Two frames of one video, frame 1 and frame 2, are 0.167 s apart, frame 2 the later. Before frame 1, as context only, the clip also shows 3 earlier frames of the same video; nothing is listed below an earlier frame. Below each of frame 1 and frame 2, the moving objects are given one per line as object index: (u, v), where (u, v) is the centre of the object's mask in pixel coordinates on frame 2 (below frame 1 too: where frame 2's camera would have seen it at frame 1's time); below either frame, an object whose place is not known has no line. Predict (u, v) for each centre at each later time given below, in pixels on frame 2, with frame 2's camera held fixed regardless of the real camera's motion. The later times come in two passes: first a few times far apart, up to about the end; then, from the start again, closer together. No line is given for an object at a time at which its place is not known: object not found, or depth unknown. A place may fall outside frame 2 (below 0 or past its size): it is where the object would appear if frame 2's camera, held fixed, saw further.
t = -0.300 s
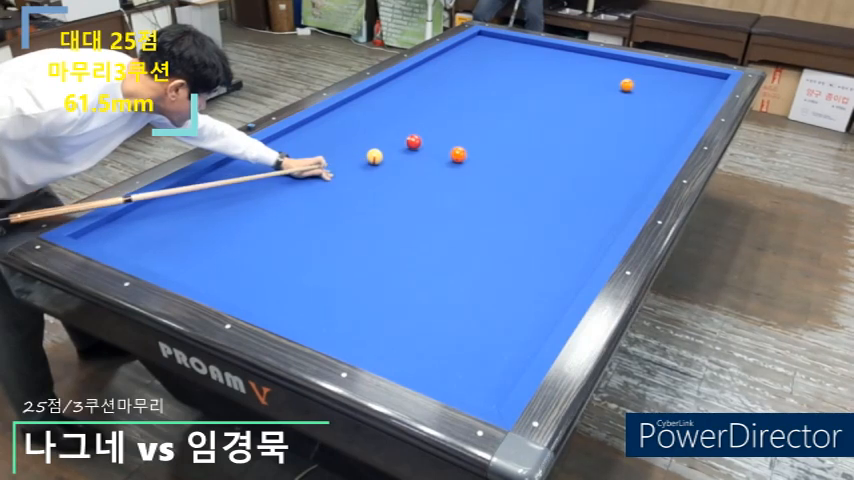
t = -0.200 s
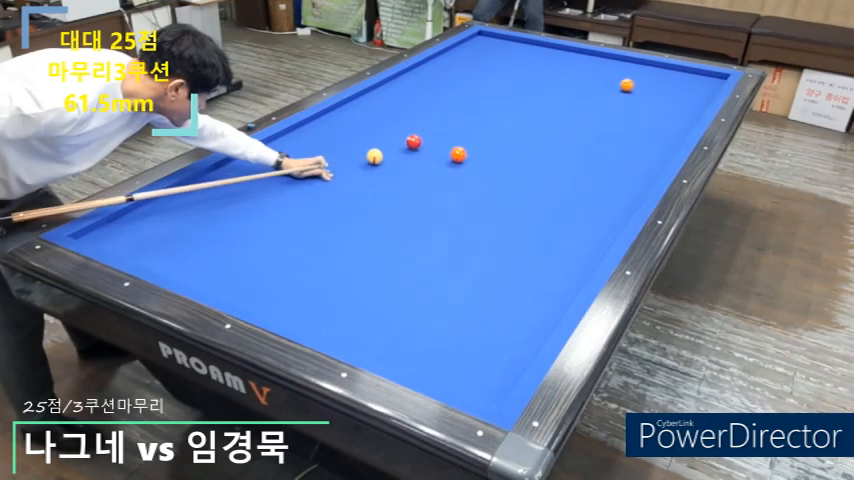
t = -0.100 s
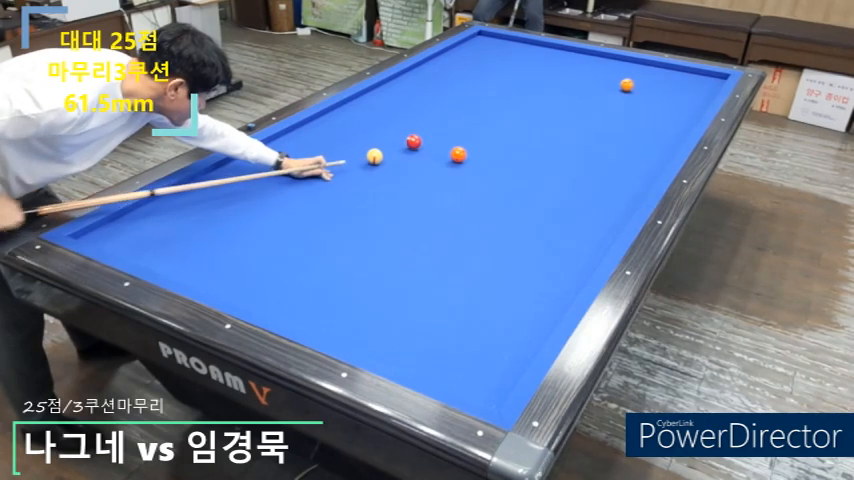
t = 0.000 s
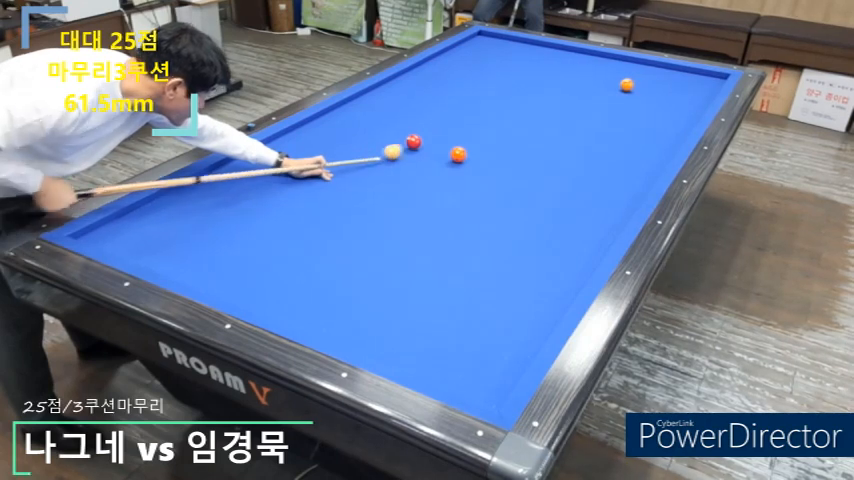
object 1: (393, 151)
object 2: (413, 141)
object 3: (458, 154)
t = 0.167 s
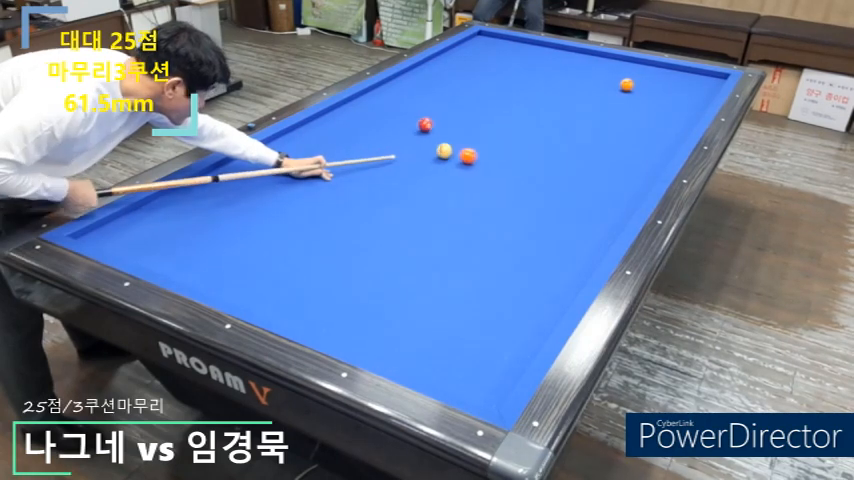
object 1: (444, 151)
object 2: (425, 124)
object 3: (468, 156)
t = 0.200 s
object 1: (445, 150)
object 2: (428, 121)
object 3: (477, 157)
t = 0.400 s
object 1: (449, 150)
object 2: (440, 102)
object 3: (527, 166)
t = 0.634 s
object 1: (454, 149)
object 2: (453, 84)
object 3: (581, 175)
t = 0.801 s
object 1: (457, 148)
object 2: (461, 72)
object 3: (620, 181)
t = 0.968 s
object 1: (460, 148)
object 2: (468, 62)
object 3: (634, 182)
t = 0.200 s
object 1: (445, 150)
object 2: (428, 121)
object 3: (477, 157)
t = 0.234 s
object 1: (446, 150)
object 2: (430, 117)
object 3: (486, 159)
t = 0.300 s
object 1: (447, 150)
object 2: (434, 110)
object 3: (504, 162)
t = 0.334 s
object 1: (448, 150)
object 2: (436, 108)
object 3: (512, 163)
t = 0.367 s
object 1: (449, 150)
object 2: (438, 105)
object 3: (520, 165)
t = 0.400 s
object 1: (449, 150)
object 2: (440, 102)
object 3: (527, 166)
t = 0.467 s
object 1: (451, 149)
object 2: (444, 97)
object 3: (543, 168)
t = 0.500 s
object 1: (452, 149)
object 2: (446, 94)
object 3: (550, 170)
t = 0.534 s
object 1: (452, 149)
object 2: (447, 92)
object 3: (558, 171)
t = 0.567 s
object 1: (453, 149)
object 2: (449, 89)
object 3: (565, 172)
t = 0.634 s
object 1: (454, 149)
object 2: (453, 84)
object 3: (581, 175)
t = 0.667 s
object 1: (455, 149)
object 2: (454, 82)
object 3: (589, 176)
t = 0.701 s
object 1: (456, 149)
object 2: (456, 80)
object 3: (597, 178)
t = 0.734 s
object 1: (456, 148)
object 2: (457, 77)
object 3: (605, 179)
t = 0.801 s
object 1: (457, 148)
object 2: (461, 72)
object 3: (620, 181)
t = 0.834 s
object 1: (458, 148)
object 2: (462, 70)
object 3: (628, 183)
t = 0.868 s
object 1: (459, 148)
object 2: (464, 68)
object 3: (636, 184)
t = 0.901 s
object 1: (459, 148)
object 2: (465, 66)
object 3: (643, 185)
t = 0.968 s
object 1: (460, 148)
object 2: (468, 62)
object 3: (634, 182)
